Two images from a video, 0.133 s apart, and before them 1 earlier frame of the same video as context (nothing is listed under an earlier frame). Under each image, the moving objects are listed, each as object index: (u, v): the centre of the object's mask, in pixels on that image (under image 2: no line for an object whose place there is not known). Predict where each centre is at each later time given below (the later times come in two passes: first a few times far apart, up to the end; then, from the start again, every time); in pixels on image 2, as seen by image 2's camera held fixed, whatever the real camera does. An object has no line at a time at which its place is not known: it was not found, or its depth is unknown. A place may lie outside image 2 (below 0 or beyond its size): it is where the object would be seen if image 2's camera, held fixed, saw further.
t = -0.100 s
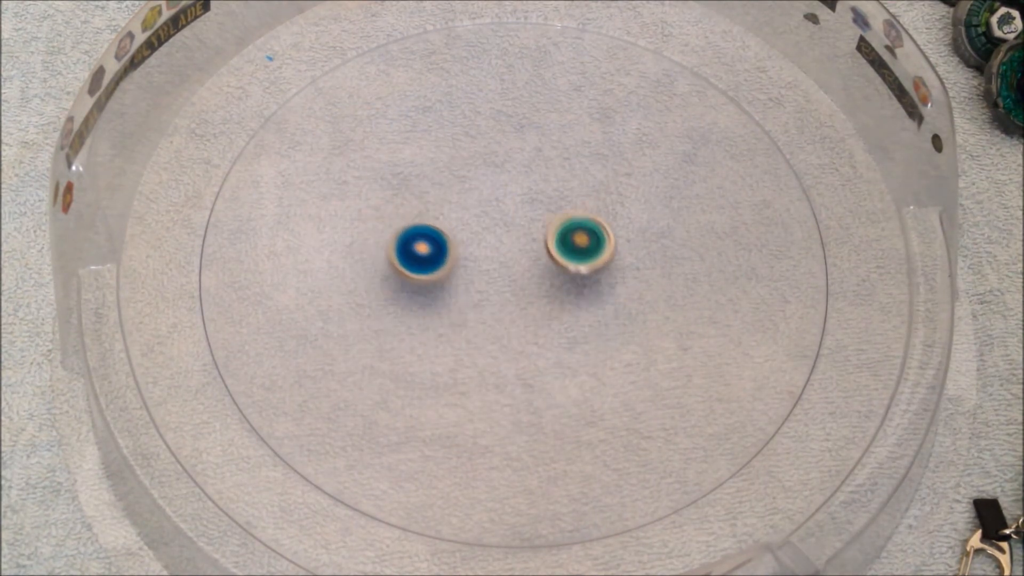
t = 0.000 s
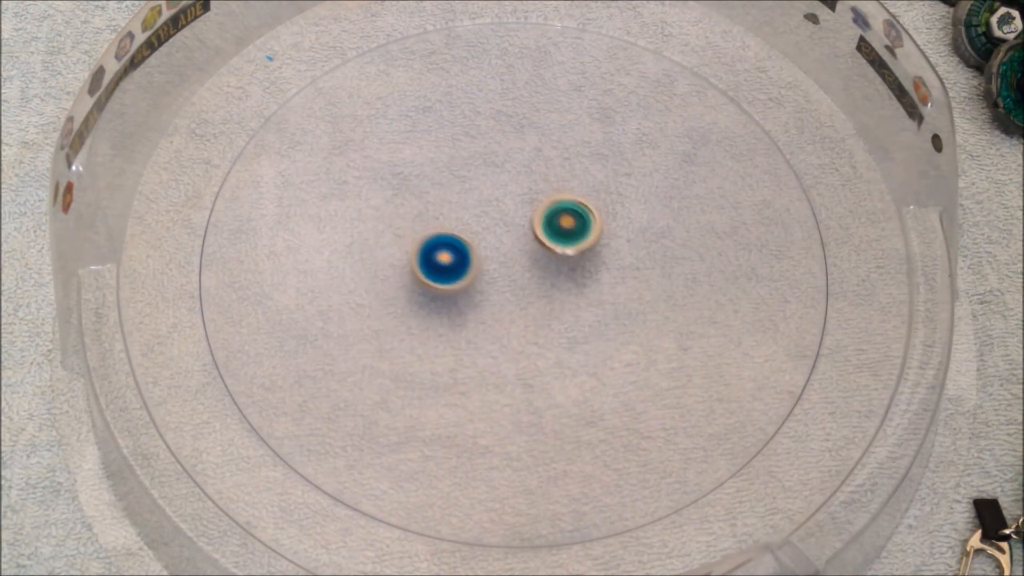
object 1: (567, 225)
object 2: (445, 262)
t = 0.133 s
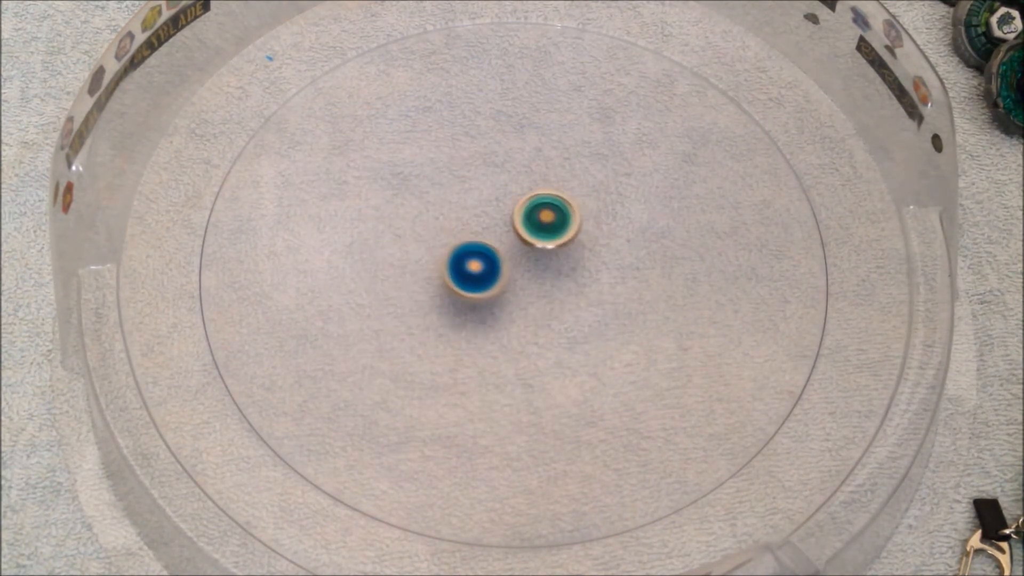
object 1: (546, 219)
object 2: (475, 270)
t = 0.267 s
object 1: (537, 216)
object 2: (498, 278)
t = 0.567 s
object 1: (516, 216)
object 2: (533, 282)
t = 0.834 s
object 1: (462, 143)
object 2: (568, 358)
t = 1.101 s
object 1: (442, 163)
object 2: (568, 342)
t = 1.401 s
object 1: (457, 215)
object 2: (512, 286)
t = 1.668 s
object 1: (414, 138)
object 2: (556, 363)
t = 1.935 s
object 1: (409, 175)
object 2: (562, 300)
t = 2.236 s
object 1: (445, 230)
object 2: (549, 238)
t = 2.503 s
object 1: (480, 271)
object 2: (537, 205)
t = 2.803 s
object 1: (497, 292)
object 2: (513, 202)
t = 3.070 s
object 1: (489, 310)
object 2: (493, 216)
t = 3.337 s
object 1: (477, 355)
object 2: (477, 188)
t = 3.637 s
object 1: (480, 310)
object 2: (450, 234)
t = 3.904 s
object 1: (508, 306)
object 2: (436, 231)
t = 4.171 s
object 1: (532, 274)
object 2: (455, 257)
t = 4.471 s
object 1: (551, 259)
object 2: (470, 266)
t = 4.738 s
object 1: (596, 256)
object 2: (445, 263)
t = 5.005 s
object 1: (564, 257)
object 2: (460, 260)
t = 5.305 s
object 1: (616, 277)
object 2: (395, 227)
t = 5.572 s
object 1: (574, 260)
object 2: (426, 249)
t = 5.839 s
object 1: (540, 244)
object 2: (465, 263)
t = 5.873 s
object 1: (538, 242)
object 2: (469, 266)
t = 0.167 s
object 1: (542, 220)
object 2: (482, 271)
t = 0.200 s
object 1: (538, 220)
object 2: (490, 272)
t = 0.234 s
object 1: (536, 220)
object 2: (495, 274)
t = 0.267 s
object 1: (537, 216)
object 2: (498, 278)
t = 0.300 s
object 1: (536, 213)
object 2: (501, 280)
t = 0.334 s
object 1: (535, 212)
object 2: (506, 283)
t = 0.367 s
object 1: (533, 212)
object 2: (510, 283)
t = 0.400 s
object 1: (530, 212)
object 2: (515, 284)
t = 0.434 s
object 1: (527, 213)
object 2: (519, 284)
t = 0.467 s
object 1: (525, 214)
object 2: (523, 284)
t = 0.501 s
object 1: (522, 214)
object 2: (527, 283)
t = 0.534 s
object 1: (519, 215)
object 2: (530, 283)
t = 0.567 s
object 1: (516, 216)
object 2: (533, 282)
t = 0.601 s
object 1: (513, 218)
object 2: (535, 281)
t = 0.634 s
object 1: (511, 218)
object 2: (536, 281)
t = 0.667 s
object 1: (501, 196)
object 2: (546, 310)
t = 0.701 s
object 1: (489, 173)
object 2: (553, 333)
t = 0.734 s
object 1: (481, 157)
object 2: (557, 347)
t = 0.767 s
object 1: (473, 147)
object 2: (562, 354)
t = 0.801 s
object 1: (467, 143)
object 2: (565, 357)
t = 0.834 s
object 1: (462, 143)
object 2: (568, 358)
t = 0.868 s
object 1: (458, 144)
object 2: (571, 357)
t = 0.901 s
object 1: (454, 145)
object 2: (573, 357)
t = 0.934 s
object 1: (450, 147)
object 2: (575, 357)
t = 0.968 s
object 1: (447, 149)
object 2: (576, 355)
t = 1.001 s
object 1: (445, 152)
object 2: (576, 353)
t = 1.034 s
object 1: (443, 155)
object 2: (574, 351)
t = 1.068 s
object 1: (442, 159)
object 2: (572, 347)
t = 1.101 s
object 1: (442, 163)
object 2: (568, 342)
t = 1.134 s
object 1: (442, 167)
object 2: (563, 337)
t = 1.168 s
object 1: (442, 172)
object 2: (558, 331)
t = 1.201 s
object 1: (443, 178)
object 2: (552, 325)
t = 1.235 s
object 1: (445, 184)
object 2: (546, 319)
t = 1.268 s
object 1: (446, 190)
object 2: (539, 312)
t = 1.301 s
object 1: (449, 195)
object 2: (532, 305)
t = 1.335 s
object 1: (451, 202)
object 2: (525, 299)
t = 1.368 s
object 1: (454, 208)
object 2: (519, 292)
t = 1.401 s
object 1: (457, 215)
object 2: (512, 286)
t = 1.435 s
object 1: (459, 221)
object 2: (507, 280)
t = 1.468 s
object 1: (459, 221)
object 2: (505, 282)
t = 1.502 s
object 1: (442, 192)
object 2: (522, 313)
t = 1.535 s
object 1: (432, 168)
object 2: (536, 336)
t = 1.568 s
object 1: (424, 150)
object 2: (545, 353)
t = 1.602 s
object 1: (418, 139)
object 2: (551, 363)
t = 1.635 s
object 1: (415, 137)
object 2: (554, 366)
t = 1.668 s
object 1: (414, 138)
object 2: (556, 363)
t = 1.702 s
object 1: (412, 141)
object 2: (558, 358)
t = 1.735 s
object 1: (410, 145)
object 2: (560, 351)
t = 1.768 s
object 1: (409, 150)
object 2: (561, 342)
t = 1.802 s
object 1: (408, 156)
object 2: (561, 334)
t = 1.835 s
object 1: (408, 160)
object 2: (563, 325)
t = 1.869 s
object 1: (407, 165)
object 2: (563, 317)
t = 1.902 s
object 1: (408, 169)
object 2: (563, 308)
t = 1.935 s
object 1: (409, 175)
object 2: (562, 300)
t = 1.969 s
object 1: (411, 180)
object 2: (562, 291)
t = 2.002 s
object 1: (413, 187)
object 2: (561, 284)
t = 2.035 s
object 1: (417, 193)
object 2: (560, 277)
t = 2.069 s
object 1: (421, 200)
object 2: (558, 269)
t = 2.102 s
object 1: (425, 205)
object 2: (556, 263)
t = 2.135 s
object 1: (430, 213)
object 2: (555, 255)
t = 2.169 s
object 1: (435, 219)
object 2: (553, 249)
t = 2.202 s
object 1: (440, 225)
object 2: (551, 243)
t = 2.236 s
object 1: (445, 230)
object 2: (549, 238)
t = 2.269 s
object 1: (450, 236)
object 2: (548, 233)
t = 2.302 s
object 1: (454, 242)
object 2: (546, 228)
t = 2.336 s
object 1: (459, 248)
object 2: (545, 223)
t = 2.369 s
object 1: (464, 253)
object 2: (543, 219)
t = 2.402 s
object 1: (469, 258)
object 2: (542, 215)
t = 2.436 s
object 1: (473, 263)
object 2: (540, 211)
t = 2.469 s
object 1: (476, 267)
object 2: (539, 207)
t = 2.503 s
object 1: (480, 271)
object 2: (537, 205)
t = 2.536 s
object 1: (483, 275)
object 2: (536, 202)
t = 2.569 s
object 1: (486, 278)
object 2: (534, 200)
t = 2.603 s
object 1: (488, 280)
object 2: (531, 198)
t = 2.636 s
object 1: (491, 283)
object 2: (529, 198)
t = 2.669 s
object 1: (493, 285)
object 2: (526, 197)
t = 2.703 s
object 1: (494, 287)
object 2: (523, 198)
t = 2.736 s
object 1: (496, 289)
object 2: (520, 199)
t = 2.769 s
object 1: (496, 291)
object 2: (517, 200)
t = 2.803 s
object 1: (497, 292)
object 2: (513, 202)
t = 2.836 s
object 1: (497, 293)
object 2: (510, 205)
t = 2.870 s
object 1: (497, 293)
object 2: (507, 208)
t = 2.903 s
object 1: (497, 293)
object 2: (504, 211)
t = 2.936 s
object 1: (496, 292)
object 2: (501, 216)
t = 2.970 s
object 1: (496, 291)
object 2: (499, 220)
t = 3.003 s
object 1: (495, 290)
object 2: (495, 224)
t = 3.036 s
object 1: (495, 291)
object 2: (493, 228)
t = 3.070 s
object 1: (489, 310)
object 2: (493, 216)
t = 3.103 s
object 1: (482, 331)
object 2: (494, 200)
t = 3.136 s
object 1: (478, 344)
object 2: (496, 189)
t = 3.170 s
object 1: (475, 353)
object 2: (497, 183)
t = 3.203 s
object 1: (475, 357)
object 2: (495, 182)
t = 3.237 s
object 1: (475, 358)
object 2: (491, 182)
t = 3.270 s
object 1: (476, 358)
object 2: (487, 184)
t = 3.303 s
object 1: (476, 357)
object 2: (482, 185)
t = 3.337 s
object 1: (477, 355)
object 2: (477, 188)
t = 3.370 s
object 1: (478, 353)
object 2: (472, 192)
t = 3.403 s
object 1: (478, 350)
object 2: (468, 196)
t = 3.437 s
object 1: (479, 346)
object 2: (464, 200)
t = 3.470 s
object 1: (479, 342)
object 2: (460, 205)
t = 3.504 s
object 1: (480, 337)
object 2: (457, 211)
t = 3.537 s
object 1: (480, 331)
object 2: (455, 216)
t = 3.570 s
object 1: (479, 324)
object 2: (452, 222)
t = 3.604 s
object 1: (480, 317)
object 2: (451, 228)
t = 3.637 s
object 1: (480, 310)
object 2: (450, 234)
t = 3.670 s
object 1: (481, 302)
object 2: (449, 239)
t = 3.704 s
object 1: (484, 300)
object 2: (449, 242)
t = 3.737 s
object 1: (491, 309)
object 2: (443, 234)
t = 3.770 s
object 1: (495, 315)
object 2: (439, 227)
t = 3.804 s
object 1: (499, 316)
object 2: (437, 226)
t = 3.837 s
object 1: (502, 313)
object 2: (436, 226)
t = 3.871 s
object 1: (504, 310)
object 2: (436, 229)
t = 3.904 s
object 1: (508, 306)
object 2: (436, 231)
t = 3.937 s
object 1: (512, 301)
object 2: (437, 234)
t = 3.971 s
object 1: (516, 297)
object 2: (438, 238)
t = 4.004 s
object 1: (520, 292)
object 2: (440, 241)
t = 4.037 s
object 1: (523, 288)
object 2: (442, 244)
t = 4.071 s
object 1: (525, 285)
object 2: (444, 248)
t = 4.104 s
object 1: (528, 281)
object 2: (447, 251)
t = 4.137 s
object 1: (530, 278)
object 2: (451, 254)
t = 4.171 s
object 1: (532, 274)
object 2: (455, 257)
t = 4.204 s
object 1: (533, 271)
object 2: (459, 259)
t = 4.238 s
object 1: (535, 268)
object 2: (462, 261)
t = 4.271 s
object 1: (542, 267)
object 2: (460, 261)
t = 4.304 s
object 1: (546, 266)
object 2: (460, 261)
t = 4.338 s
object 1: (549, 264)
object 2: (461, 262)
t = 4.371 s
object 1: (551, 263)
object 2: (463, 263)
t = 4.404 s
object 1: (552, 261)
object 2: (465, 264)
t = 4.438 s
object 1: (552, 260)
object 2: (468, 265)
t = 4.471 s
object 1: (551, 259)
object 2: (470, 266)
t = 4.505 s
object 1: (551, 258)
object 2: (473, 266)
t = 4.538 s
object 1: (549, 257)
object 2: (476, 267)
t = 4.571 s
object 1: (559, 258)
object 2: (469, 266)
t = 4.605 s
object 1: (575, 257)
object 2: (454, 264)
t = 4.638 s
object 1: (587, 257)
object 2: (449, 264)
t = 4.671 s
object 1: (593, 256)
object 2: (447, 263)
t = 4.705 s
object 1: (596, 257)
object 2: (445, 263)
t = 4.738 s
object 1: (596, 256)
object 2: (445, 263)
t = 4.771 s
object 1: (595, 256)
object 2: (446, 263)
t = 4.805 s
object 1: (592, 255)
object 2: (447, 262)
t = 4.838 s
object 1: (589, 255)
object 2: (448, 262)
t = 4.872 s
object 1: (585, 255)
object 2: (450, 262)
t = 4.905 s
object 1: (580, 256)
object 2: (452, 262)
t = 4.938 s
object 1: (576, 256)
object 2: (455, 261)
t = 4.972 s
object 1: (570, 257)
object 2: (457, 261)
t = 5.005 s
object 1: (564, 257)
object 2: (460, 260)
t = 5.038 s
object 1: (558, 258)
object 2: (464, 259)
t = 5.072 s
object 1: (551, 259)
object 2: (467, 259)
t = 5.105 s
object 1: (546, 259)
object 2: (469, 257)
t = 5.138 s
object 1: (568, 267)
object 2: (448, 248)
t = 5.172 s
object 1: (592, 275)
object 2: (425, 240)
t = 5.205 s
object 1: (608, 277)
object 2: (409, 234)
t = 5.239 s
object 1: (616, 279)
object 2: (399, 229)
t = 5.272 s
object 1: (618, 279)
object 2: (396, 226)
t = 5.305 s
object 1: (616, 277)
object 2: (395, 227)
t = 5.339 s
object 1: (612, 276)
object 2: (396, 229)
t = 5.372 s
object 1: (609, 273)
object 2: (398, 232)
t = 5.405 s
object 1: (604, 270)
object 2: (400, 234)
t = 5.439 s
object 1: (599, 268)
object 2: (404, 237)
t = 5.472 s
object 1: (593, 266)
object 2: (409, 240)
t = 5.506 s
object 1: (587, 264)
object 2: (414, 243)
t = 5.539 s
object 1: (581, 262)
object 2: (420, 246)
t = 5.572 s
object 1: (574, 260)
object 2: (426, 249)
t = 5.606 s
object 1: (567, 258)
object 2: (433, 251)
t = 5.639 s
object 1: (560, 256)
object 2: (440, 253)
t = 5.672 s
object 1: (553, 254)
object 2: (448, 255)
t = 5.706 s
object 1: (546, 252)
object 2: (455, 257)
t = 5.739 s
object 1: (540, 250)
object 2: (461, 259)
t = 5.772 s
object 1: (537, 248)
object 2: (464, 261)
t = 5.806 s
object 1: (540, 246)
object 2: (463, 262)
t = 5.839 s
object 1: (540, 244)
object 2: (465, 263)
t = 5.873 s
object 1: (538, 242)
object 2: (469, 266)
